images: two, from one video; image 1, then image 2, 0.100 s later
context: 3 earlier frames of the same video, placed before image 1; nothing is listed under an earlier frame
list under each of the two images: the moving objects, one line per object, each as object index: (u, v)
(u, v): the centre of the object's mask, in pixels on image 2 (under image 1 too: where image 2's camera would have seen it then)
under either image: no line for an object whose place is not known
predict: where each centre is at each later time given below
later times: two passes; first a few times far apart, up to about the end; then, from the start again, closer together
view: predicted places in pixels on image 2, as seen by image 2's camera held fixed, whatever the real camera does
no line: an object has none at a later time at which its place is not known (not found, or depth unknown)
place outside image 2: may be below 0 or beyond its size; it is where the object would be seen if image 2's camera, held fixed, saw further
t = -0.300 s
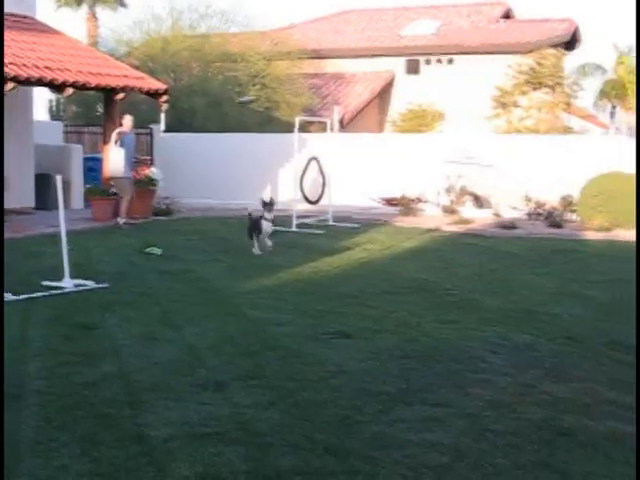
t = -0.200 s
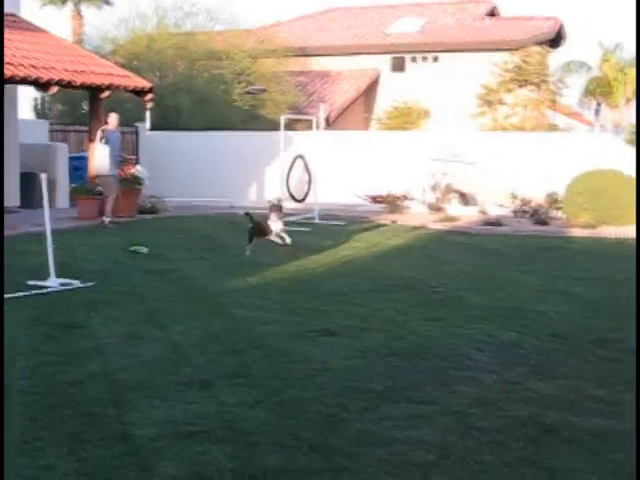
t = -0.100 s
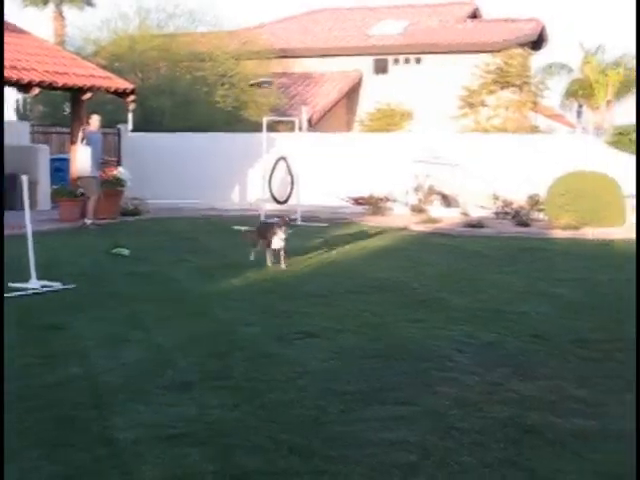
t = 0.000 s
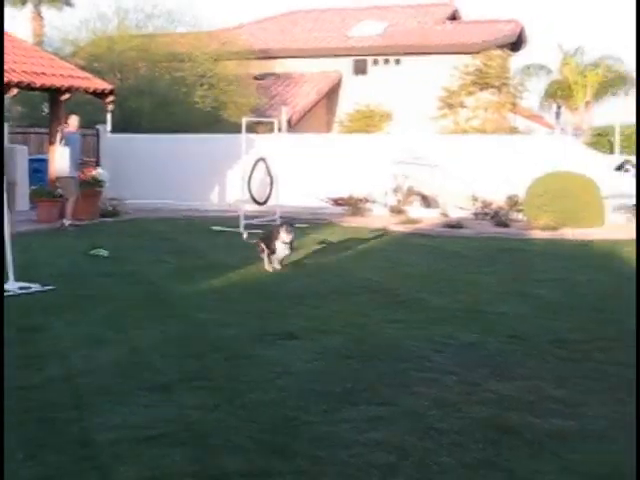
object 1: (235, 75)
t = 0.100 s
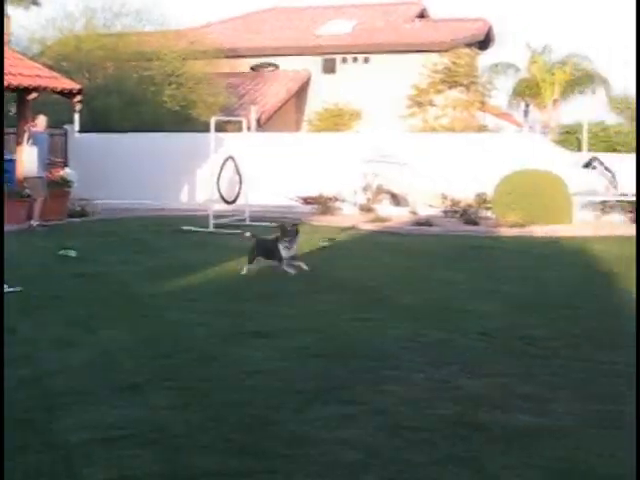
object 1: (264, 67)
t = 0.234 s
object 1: (308, 57)
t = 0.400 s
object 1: (378, 53)
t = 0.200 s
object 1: (297, 59)
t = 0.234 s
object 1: (308, 57)
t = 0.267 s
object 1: (322, 55)
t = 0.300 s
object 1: (335, 54)
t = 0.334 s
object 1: (348, 54)
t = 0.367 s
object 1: (364, 53)
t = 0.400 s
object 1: (378, 53)
